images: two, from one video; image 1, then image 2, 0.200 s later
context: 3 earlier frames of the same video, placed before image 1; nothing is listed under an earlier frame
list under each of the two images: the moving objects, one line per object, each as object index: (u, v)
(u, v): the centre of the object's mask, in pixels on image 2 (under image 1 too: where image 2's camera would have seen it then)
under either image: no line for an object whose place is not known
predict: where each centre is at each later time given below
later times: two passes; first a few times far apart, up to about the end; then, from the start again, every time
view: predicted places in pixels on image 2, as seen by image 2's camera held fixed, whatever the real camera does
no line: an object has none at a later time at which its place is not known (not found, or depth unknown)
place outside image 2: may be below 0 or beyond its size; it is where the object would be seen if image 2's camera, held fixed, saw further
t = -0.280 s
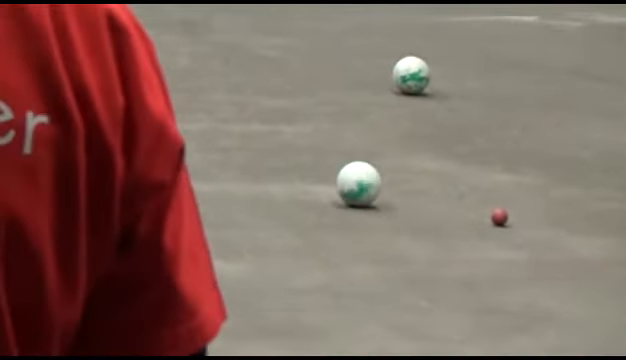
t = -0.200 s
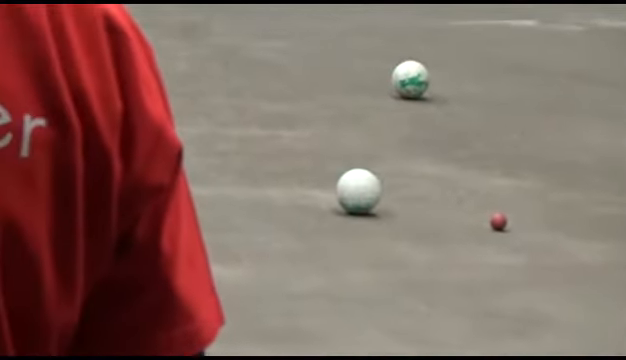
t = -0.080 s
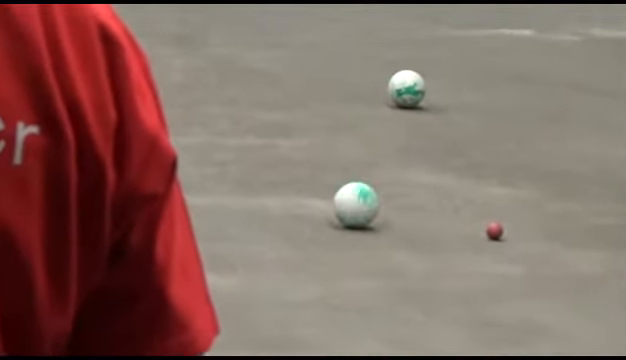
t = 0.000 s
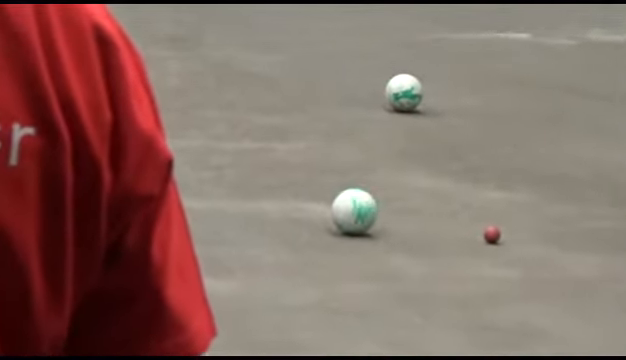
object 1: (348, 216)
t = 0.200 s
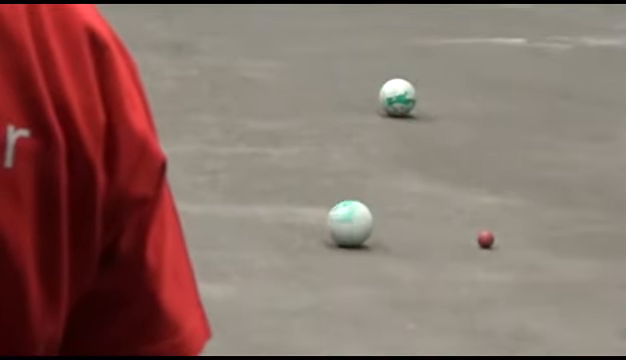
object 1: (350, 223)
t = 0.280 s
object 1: (350, 226)
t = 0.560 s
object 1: (352, 236)
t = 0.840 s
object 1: (354, 245)
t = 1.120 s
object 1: (355, 254)
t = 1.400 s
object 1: (356, 263)
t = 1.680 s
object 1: (360, 271)
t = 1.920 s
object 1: (362, 277)
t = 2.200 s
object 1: (362, 284)
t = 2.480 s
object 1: (361, 289)
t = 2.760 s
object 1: (362, 294)
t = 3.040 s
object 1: (365, 299)
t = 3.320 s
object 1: (372, 303)
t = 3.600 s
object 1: (376, 307)
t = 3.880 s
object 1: (380, 310)
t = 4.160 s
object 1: (385, 313)
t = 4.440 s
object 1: (389, 315)
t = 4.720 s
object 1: (395, 317)
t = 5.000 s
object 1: (398, 319)
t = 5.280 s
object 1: (403, 320)
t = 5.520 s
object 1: (405, 321)
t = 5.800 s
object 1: (404, 322)
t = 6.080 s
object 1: (405, 322)
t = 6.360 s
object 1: (403, 322)
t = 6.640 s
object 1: (403, 322)
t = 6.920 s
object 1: (404, 321)
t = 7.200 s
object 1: (405, 320)
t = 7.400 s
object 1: (406, 311)
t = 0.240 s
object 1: (350, 225)
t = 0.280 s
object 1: (350, 226)
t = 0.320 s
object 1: (351, 227)
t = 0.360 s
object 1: (351, 229)
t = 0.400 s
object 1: (351, 230)
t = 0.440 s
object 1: (351, 232)
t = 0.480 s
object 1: (352, 233)
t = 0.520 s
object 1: (352, 235)
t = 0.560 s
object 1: (352, 236)
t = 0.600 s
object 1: (353, 237)
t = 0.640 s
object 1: (353, 238)
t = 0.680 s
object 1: (353, 240)
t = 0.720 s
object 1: (353, 242)
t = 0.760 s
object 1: (354, 243)
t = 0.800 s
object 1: (354, 244)
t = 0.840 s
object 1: (354, 245)
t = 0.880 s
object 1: (354, 246)
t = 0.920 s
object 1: (354, 248)
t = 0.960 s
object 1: (354, 249)
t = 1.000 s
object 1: (354, 250)
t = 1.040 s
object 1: (355, 251)
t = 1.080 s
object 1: (355, 253)
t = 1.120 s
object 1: (355, 254)
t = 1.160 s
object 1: (356, 255)
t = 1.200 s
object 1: (355, 256)
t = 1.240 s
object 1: (356, 257)
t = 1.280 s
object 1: (356, 259)
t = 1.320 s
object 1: (356, 260)
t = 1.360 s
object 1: (356, 261)
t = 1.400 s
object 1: (356, 263)
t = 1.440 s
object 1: (357, 264)
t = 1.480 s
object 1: (356, 265)
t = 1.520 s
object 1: (357, 266)
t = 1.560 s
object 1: (357, 267)
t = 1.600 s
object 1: (358, 268)
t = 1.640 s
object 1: (359, 269)
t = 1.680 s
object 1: (360, 271)
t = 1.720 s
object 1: (360, 272)
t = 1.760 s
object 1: (361, 273)
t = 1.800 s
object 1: (361, 274)
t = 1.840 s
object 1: (362, 275)
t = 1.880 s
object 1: (362, 276)
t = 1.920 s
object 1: (362, 277)
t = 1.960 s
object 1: (362, 278)
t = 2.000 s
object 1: (362, 279)
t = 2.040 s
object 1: (363, 280)
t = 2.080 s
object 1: (362, 281)
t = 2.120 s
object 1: (363, 282)
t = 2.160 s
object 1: (362, 283)
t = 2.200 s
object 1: (362, 284)
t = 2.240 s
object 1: (362, 284)
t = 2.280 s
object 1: (362, 285)
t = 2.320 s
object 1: (362, 286)
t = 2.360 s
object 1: (362, 287)
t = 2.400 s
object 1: (362, 288)
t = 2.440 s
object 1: (361, 289)
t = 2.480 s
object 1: (361, 289)
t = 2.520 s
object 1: (361, 290)
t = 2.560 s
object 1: (361, 291)
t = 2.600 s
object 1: (361, 292)
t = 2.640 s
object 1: (361, 292)
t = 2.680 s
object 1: (361, 293)
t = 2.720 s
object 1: (361, 294)
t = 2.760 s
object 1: (362, 294)
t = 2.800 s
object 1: (362, 295)
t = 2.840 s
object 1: (362, 296)
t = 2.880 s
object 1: (363, 297)
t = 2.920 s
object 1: (363, 297)
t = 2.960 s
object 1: (363, 298)
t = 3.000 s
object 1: (364, 299)
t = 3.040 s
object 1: (365, 299)
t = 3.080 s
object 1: (365, 300)
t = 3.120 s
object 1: (366, 300)
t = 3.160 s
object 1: (367, 301)
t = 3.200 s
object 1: (368, 301)
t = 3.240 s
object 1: (369, 302)
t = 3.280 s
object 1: (370, 302)
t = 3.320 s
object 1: (372, 303)
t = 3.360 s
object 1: (373, 303)
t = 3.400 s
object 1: (374, 304)
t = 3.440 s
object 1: (374, 305)
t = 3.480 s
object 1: (375, 305)
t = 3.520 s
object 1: (375, 306)
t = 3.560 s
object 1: (375, 306)
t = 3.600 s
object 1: (376, 307)
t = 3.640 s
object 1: (377, 307)
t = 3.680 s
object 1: (377, 307)
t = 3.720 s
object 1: (378, 308)
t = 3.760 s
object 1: (378, 308)
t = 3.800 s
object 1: (379, 308)
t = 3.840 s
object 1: (380, 309)
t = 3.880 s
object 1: (380, 310)
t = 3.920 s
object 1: (381, 310)
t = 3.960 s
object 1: (381, 311)
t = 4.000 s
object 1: (382, 311)
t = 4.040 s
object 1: (382, 312)
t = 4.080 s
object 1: (383, 312)
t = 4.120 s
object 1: (384, 312)
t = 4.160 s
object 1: (385, 313)
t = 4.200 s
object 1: (385, 313)
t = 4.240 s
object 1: (386, 313)
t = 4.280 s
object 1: (386, 314)
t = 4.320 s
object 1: (387, 314)
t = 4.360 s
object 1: (388, 315)
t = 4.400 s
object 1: (389, 315)
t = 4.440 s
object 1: (389, 315)
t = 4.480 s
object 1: (390, 316)
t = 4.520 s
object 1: (391, 316)
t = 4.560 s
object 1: (392, 316)
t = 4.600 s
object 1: (393, 317)
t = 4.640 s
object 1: (394, 317)
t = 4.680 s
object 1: (395, 317)
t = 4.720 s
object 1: (395, 317)
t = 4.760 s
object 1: (395, 318)
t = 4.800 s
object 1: (396, 318)
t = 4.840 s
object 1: (396, 318)
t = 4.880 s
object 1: (396, 318)
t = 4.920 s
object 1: (397, 319)
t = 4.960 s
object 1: (398, 319)
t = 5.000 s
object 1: (398, 319)
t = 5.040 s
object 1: (399, 319)
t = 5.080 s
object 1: (400, 319)
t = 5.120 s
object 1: (400, 320)
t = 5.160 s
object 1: (401, 320)
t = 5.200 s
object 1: (402, 320)
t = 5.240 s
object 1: (402, 320)
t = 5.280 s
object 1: (403, 320)
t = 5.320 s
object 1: (403, 320)
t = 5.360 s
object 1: (403, 320)
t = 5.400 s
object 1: (404, 320)
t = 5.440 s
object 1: (404, 321)
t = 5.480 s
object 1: (405, 321)
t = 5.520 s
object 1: (405, 321)
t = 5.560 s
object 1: (405, 321)
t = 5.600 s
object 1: (406, 321)
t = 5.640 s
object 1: (405, 321)
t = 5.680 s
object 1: (405, 321)
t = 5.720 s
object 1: (405, 321)
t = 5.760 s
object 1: (405, 322)
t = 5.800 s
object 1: (404, 322)
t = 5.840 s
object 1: (404, 322)
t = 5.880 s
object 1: (404, 322)
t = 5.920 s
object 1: (405, 322)
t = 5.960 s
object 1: (405, 322)
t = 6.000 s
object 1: (405, 322)
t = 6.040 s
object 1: (405, 322)
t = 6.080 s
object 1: (405, 322)
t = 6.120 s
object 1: (405, 322)
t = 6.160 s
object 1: (405, 322)
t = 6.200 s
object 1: (405, 322)
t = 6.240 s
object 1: (404, 322)
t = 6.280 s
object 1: (404, 322)
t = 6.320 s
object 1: (404, 322)
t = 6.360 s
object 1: (403, 322)
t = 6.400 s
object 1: (403, 322)
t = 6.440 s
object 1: (403, 322)
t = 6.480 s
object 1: (403, 322)
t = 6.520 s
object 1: (403, 322)
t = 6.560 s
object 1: (403, 322)
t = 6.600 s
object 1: (403, 322)
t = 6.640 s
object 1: (403, 322)
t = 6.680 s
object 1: (403, 322)
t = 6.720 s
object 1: (403, 322)
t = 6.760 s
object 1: (403, 322)
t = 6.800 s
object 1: (404, 322)
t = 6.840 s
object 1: (404, 322)
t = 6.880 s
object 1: (404, 322)
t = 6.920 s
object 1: (404, 321)
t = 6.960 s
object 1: (403, 321)
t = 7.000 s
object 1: (404, 321)
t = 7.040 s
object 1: (405, 321)
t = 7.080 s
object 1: (404, 321)
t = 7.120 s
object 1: (405, 320)
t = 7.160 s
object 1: (405, 320)
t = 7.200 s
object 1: (405, 320)
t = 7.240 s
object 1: (405, 320)
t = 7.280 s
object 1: (405, 320)
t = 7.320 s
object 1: (405, 318)
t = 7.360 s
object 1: (406, 316)
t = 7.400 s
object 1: (406, 311)
